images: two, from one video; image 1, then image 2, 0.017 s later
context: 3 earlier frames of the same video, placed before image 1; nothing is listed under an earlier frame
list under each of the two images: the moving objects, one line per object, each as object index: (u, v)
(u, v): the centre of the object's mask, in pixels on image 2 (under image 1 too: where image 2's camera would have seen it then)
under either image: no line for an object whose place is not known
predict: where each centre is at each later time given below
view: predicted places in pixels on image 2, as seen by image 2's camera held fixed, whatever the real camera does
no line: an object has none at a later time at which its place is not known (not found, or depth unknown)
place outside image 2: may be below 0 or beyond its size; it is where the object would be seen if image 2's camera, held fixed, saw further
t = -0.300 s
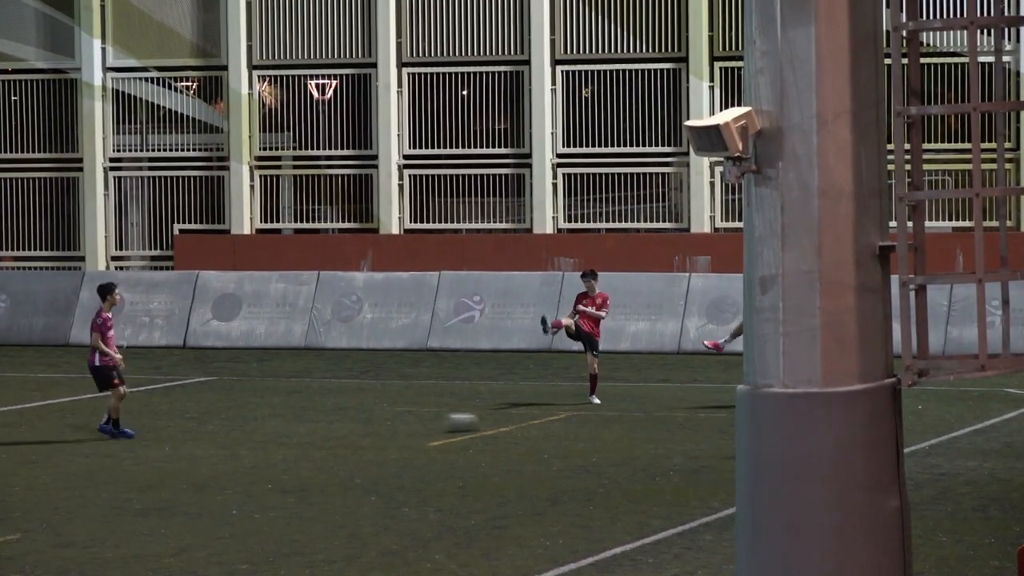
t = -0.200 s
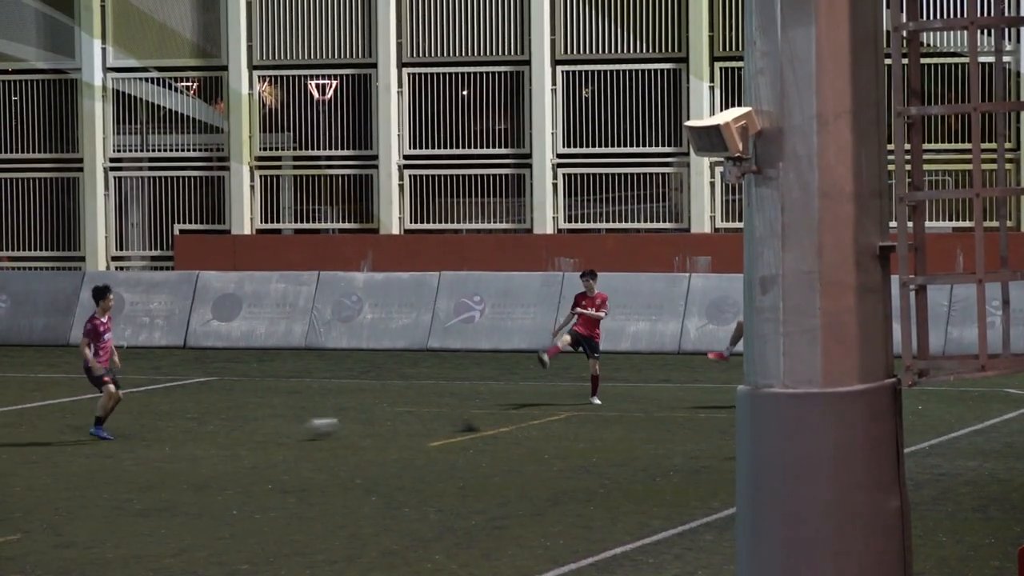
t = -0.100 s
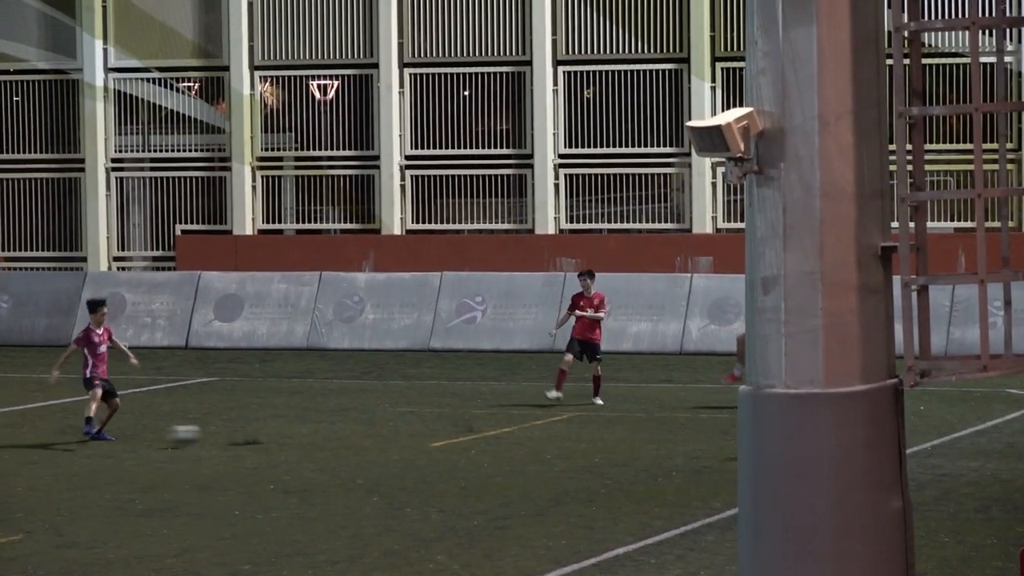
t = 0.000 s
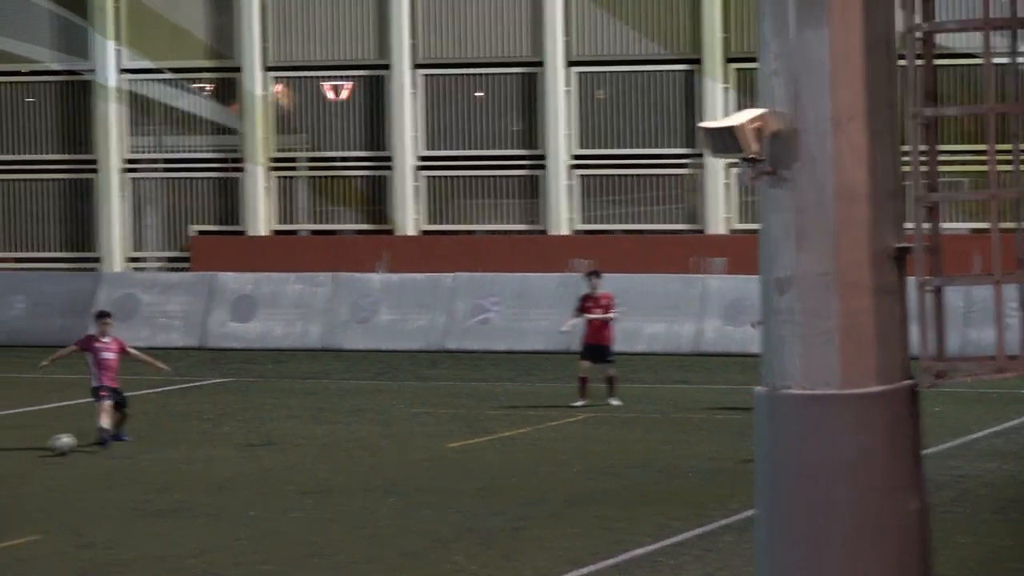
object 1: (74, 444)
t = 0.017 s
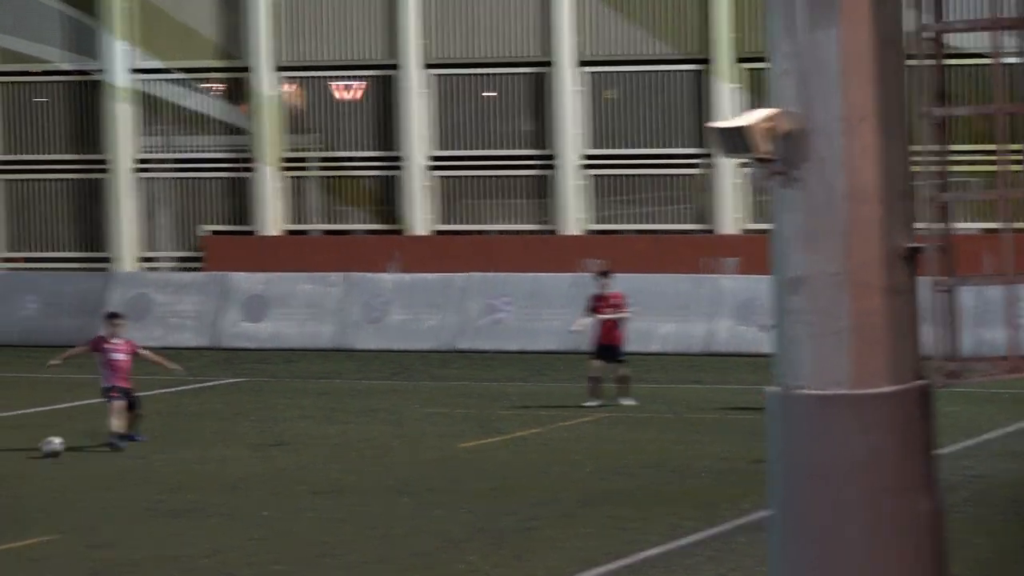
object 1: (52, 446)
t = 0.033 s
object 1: (30, 447)
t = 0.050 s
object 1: (9, 448)
